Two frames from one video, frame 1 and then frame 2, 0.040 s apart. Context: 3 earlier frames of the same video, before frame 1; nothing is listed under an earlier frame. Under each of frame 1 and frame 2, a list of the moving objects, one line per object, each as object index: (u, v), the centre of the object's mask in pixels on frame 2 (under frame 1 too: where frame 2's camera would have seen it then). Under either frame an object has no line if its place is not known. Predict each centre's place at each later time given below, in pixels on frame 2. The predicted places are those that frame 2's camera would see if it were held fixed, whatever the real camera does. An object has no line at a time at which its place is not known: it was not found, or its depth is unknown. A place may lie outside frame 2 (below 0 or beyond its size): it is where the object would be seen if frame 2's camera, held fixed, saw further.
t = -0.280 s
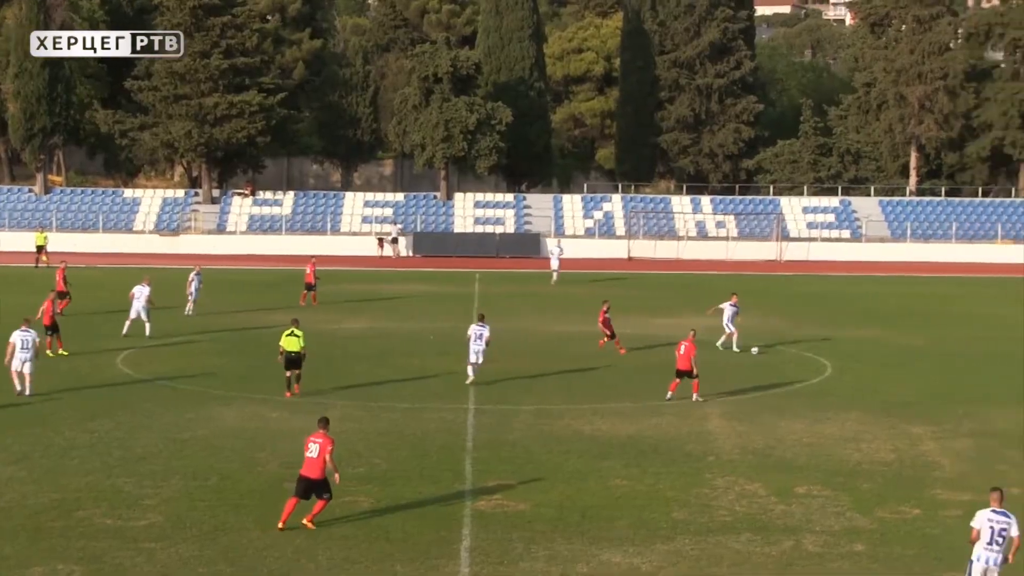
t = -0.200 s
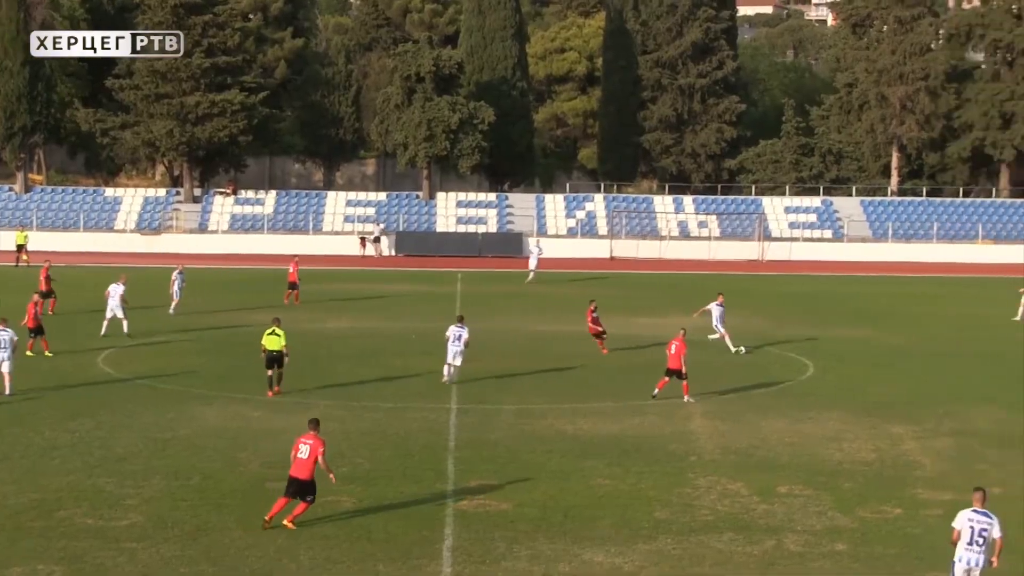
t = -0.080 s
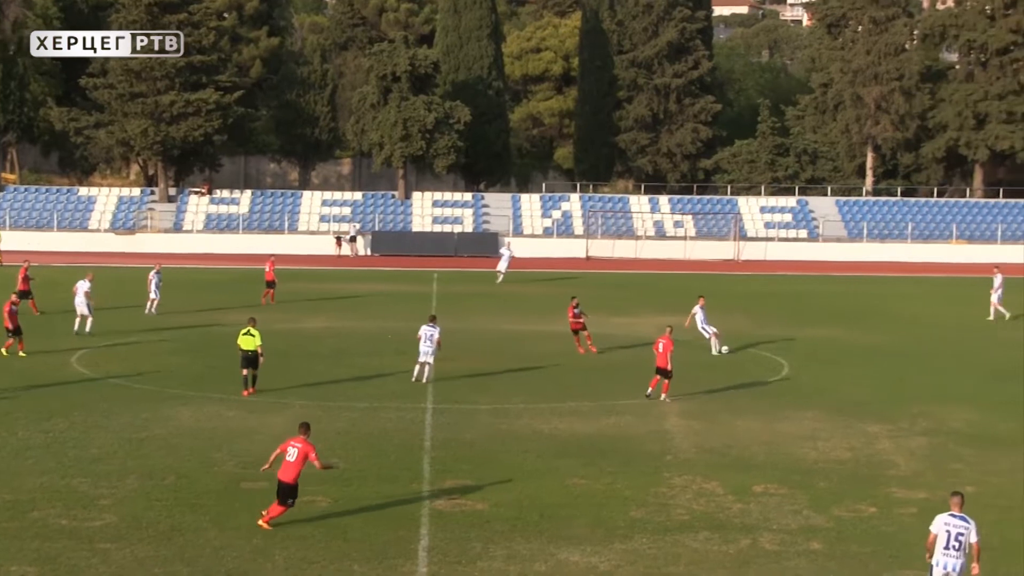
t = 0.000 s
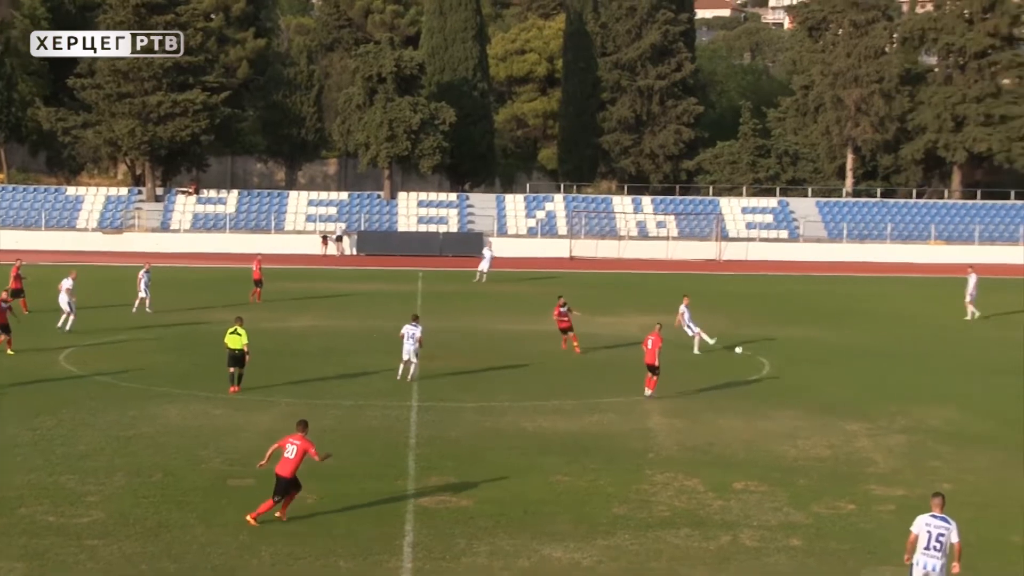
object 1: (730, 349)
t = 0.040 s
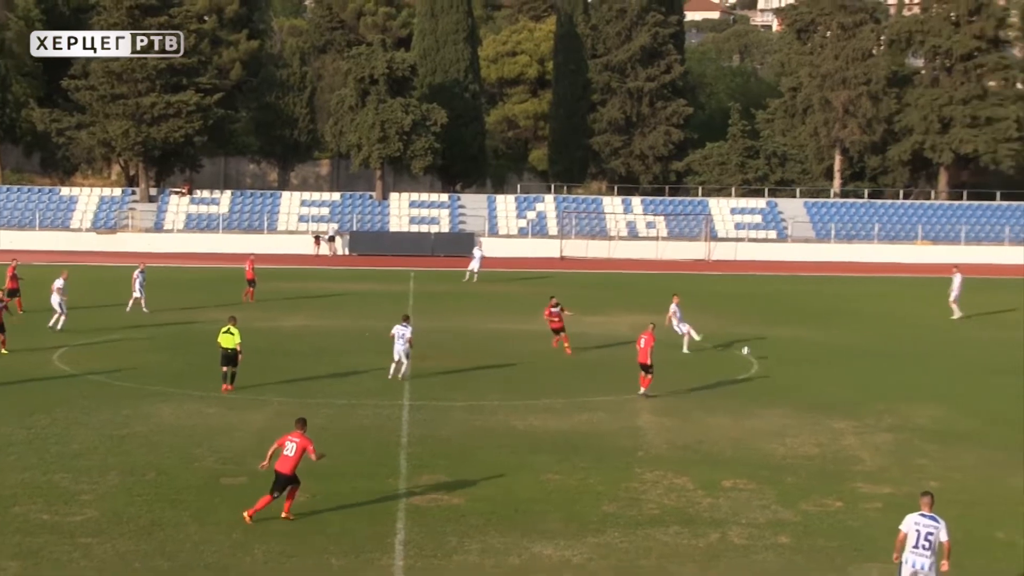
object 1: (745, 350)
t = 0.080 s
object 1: (761, 351)
